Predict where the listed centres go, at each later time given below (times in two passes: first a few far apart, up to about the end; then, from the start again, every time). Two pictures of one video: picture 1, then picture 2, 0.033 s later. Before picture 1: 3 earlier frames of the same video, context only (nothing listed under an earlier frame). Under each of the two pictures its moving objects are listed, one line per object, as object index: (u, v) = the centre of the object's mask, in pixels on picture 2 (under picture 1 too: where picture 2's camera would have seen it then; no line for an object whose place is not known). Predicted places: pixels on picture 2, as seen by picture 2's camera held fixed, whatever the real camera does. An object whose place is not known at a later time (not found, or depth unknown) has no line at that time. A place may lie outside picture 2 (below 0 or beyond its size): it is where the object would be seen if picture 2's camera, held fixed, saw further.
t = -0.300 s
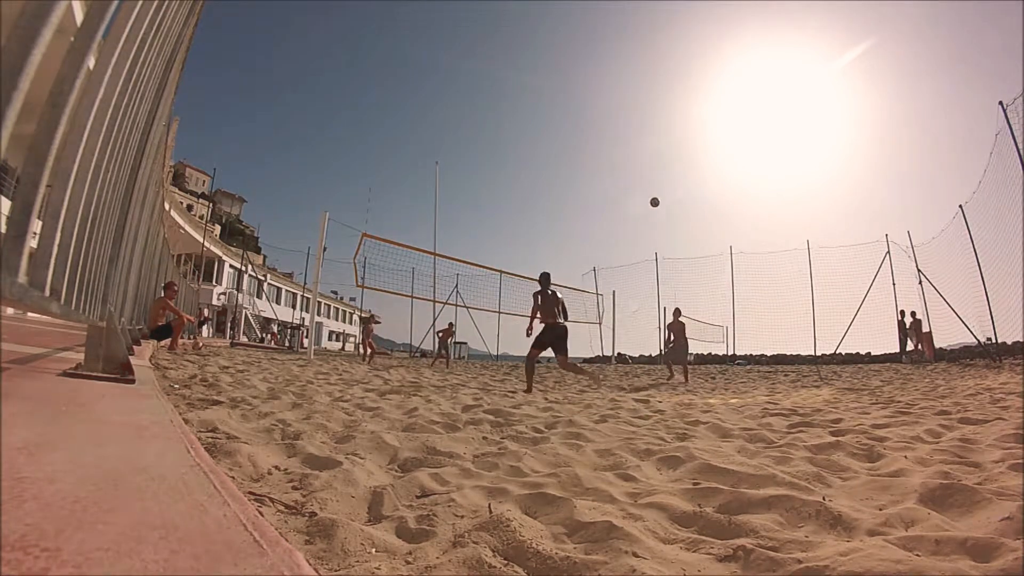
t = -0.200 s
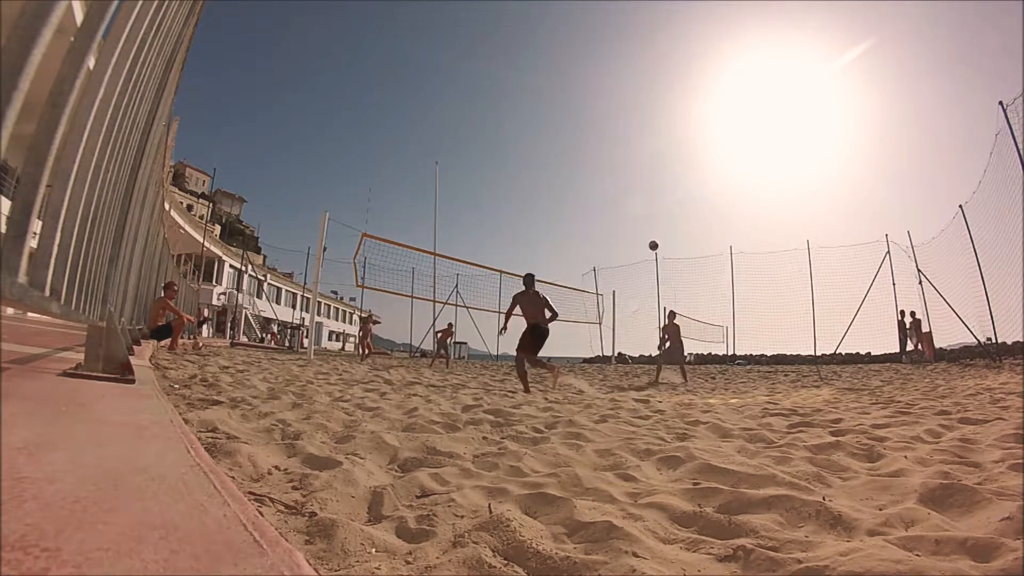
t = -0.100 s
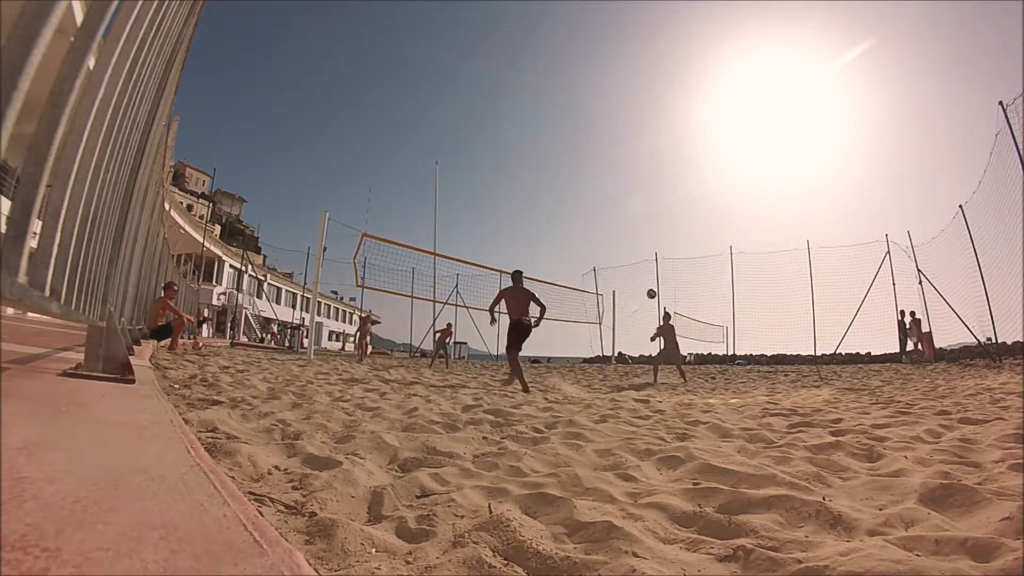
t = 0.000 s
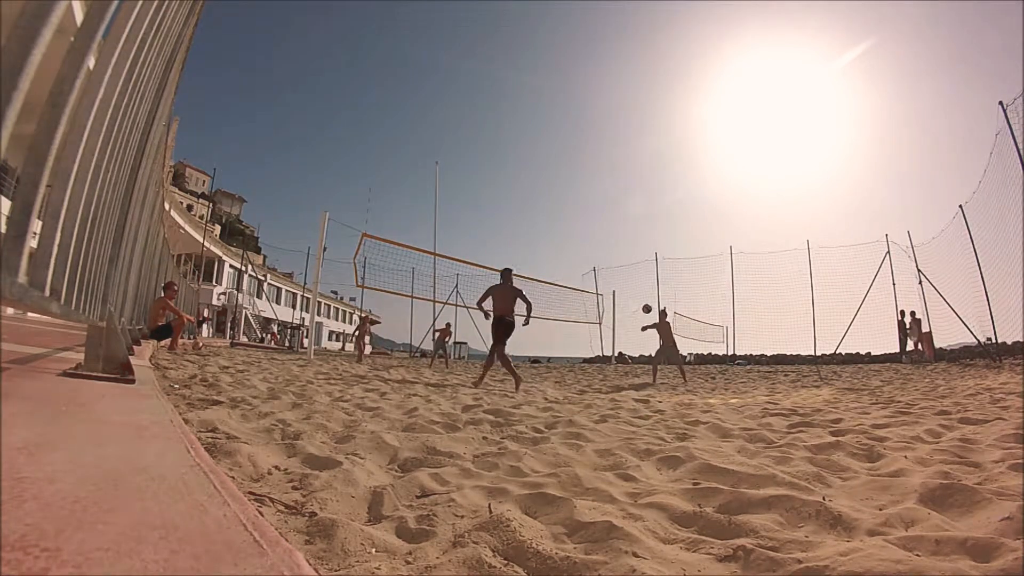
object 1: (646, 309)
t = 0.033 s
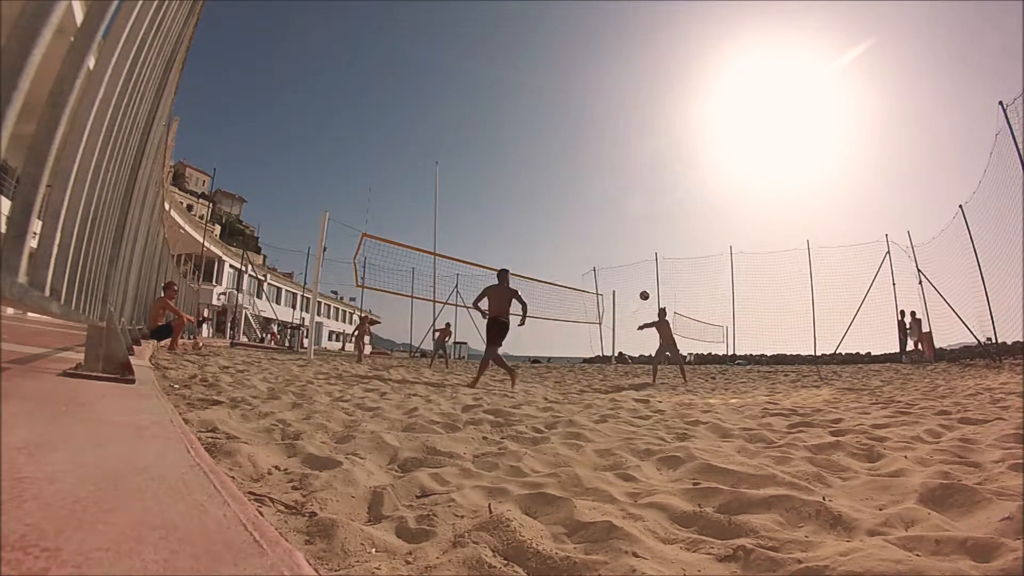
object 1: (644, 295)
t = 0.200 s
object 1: (631, 237)
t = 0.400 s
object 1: (615, 186)
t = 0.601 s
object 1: (599, 155)
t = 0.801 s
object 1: (584, 140)
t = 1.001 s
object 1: (568, 141)
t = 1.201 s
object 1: (552, 160)
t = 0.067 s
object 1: (642, 283)
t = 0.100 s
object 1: (639, 270)
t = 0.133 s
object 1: (636, 259)
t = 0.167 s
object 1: (634, 248)
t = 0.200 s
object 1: (631, 237)
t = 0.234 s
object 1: (628, 227)
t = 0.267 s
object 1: (625, 218)
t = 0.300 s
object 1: (623, 209)
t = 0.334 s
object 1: (620, 201)
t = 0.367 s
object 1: (617, 193)
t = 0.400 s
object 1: (615, 186)
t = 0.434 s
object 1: (612, 180)
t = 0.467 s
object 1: (609, 174)
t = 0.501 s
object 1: (607, 168)
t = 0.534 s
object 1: (604, 163)
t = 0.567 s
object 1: (602, 159)
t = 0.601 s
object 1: (599, 155)
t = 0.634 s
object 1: (596, 151)
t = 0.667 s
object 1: (594, 148)
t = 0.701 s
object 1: (591, 145)
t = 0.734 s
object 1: (589, 143)
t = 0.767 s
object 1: (586, 141)
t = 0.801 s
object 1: (584, 140)
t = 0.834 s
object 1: (581, 139)
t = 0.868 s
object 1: (579, 138)
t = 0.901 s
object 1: (576, 138)
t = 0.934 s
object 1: (574, 139)
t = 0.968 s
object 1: (571, 140)
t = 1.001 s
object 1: (568, 141)
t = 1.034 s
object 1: (565, 143)
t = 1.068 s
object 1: (563, 145)
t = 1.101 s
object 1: (560, 148)
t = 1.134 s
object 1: (557, 152)
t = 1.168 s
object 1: (555, 156)
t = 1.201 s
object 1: (552, 160)
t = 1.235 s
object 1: (549, 165)
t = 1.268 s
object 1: (546, 171)
